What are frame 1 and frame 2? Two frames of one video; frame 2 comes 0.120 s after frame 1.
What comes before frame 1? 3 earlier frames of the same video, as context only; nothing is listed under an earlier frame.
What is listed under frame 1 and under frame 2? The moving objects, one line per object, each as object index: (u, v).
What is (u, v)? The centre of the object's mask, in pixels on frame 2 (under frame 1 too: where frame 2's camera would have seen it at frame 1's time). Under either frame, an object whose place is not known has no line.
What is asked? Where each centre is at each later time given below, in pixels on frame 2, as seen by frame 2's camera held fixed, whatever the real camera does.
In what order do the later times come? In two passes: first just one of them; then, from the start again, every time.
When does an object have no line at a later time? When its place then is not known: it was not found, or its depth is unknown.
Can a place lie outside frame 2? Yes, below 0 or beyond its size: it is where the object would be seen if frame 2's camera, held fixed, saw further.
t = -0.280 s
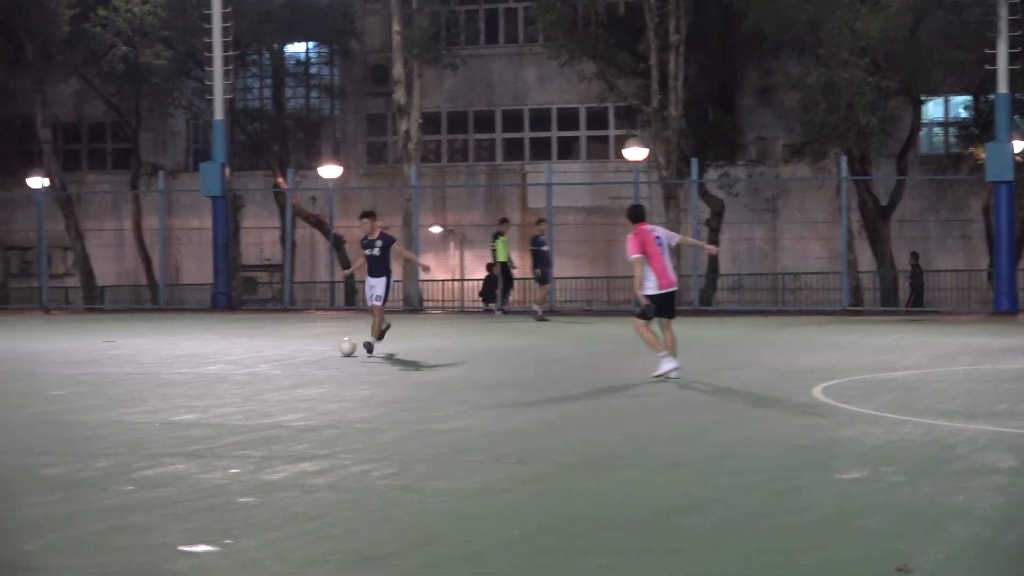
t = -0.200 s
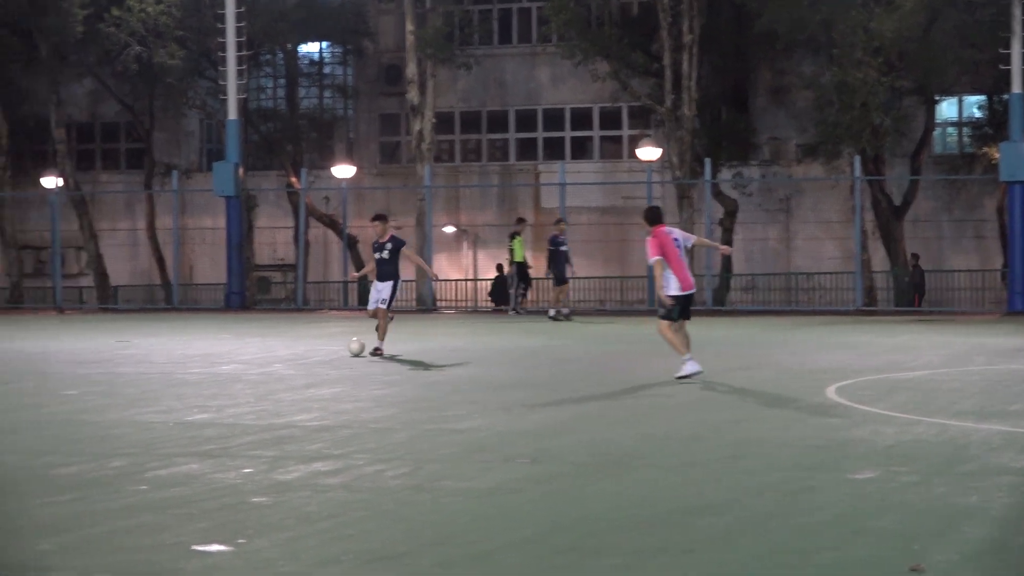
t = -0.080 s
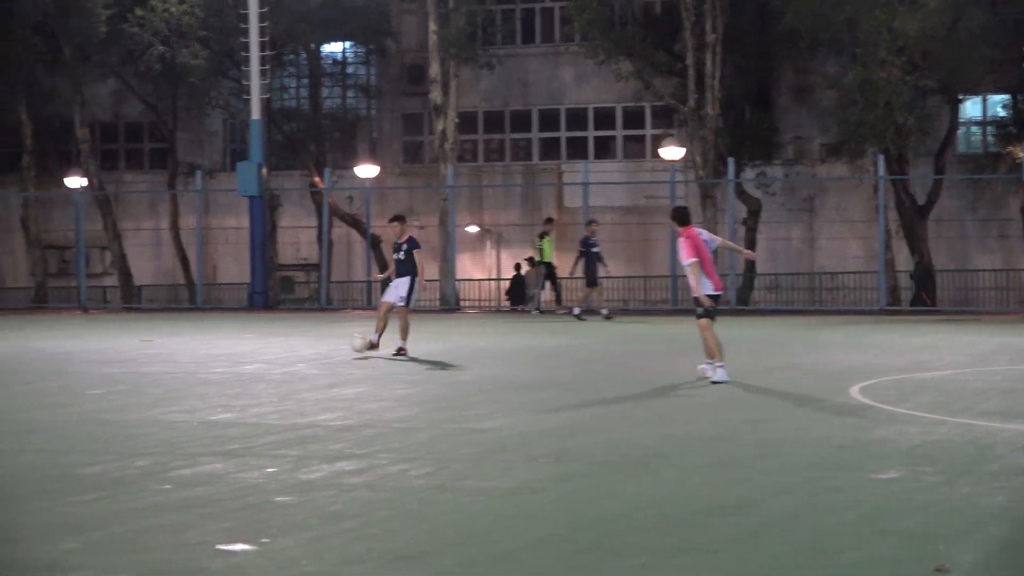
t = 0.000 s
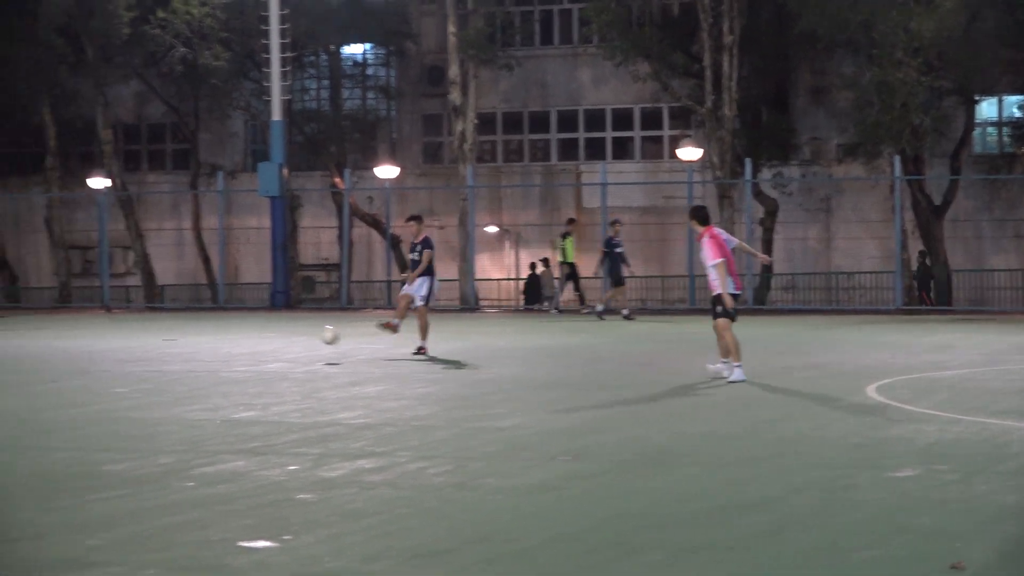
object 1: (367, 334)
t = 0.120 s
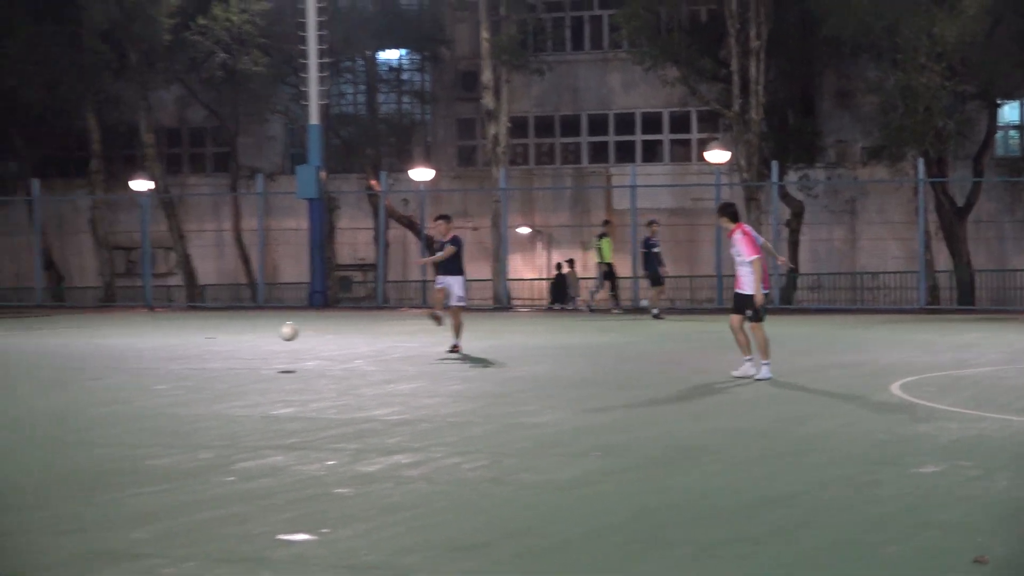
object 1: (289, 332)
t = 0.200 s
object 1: (233, 337)
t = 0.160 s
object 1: (261, 333)
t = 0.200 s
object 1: (233, 337)
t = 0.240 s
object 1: (204, 341)
